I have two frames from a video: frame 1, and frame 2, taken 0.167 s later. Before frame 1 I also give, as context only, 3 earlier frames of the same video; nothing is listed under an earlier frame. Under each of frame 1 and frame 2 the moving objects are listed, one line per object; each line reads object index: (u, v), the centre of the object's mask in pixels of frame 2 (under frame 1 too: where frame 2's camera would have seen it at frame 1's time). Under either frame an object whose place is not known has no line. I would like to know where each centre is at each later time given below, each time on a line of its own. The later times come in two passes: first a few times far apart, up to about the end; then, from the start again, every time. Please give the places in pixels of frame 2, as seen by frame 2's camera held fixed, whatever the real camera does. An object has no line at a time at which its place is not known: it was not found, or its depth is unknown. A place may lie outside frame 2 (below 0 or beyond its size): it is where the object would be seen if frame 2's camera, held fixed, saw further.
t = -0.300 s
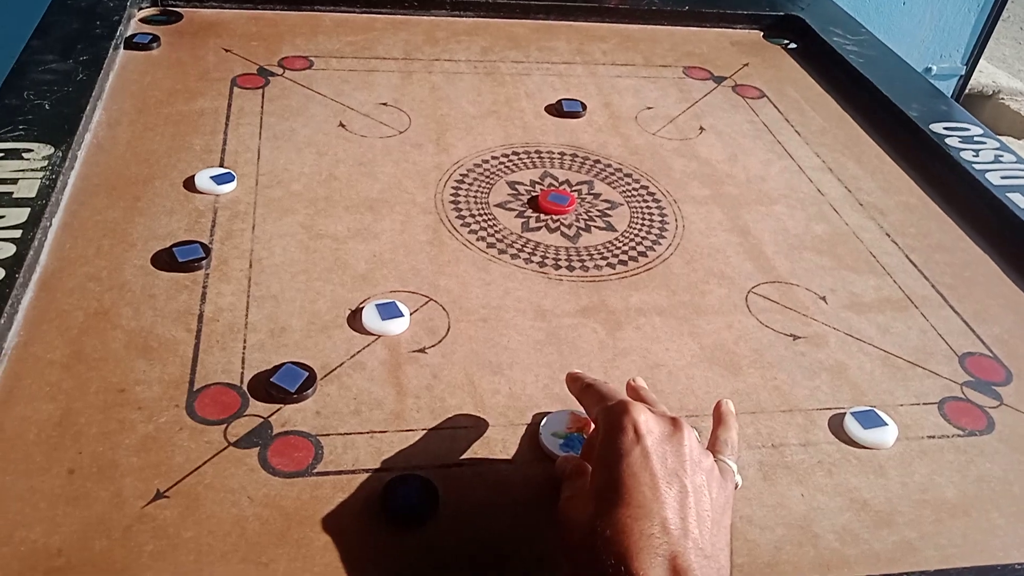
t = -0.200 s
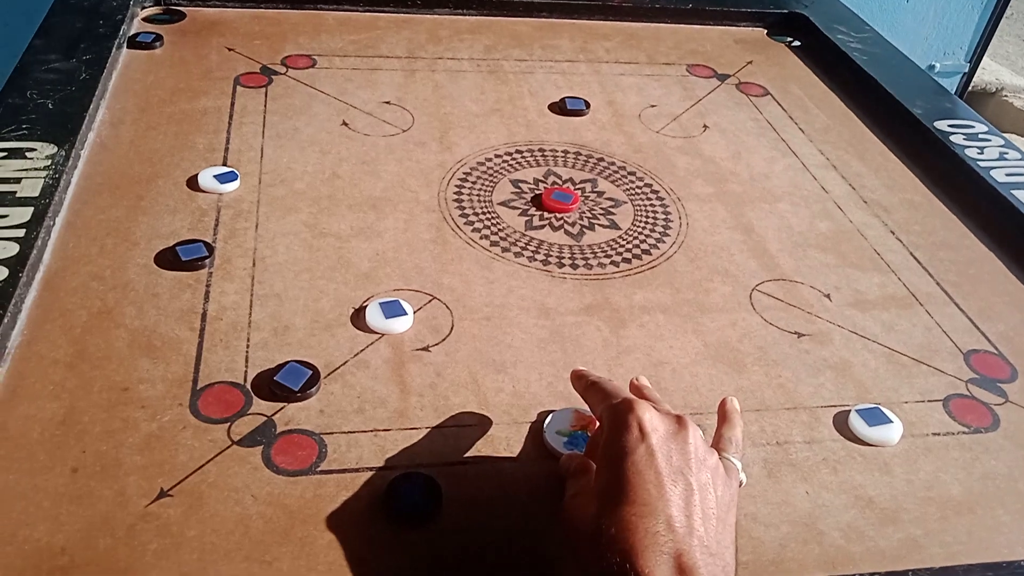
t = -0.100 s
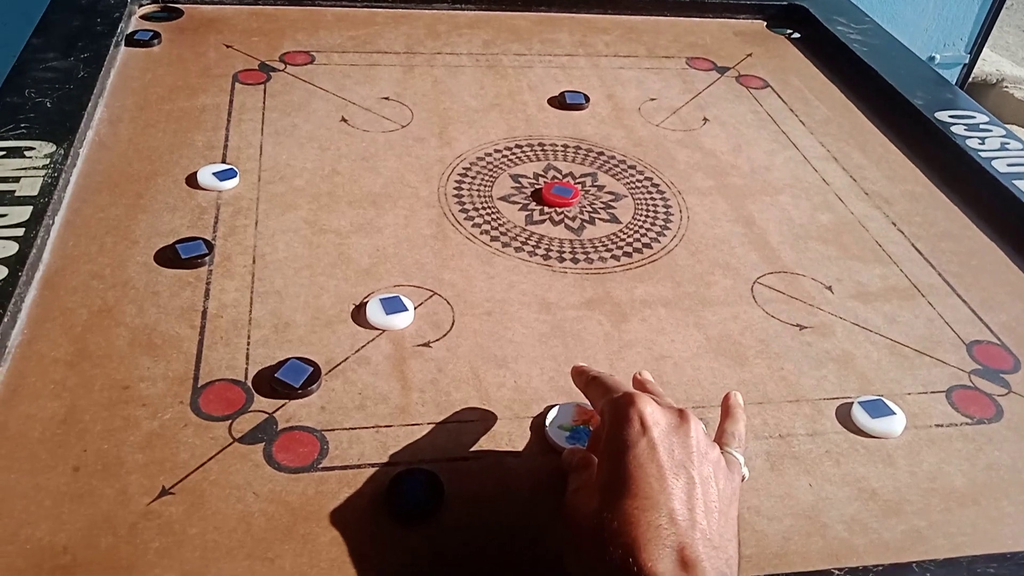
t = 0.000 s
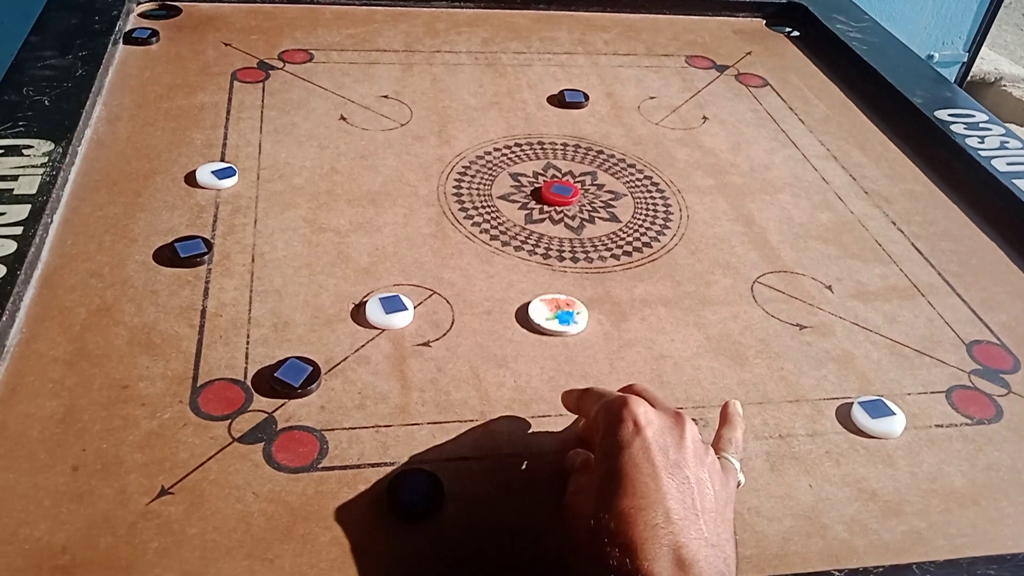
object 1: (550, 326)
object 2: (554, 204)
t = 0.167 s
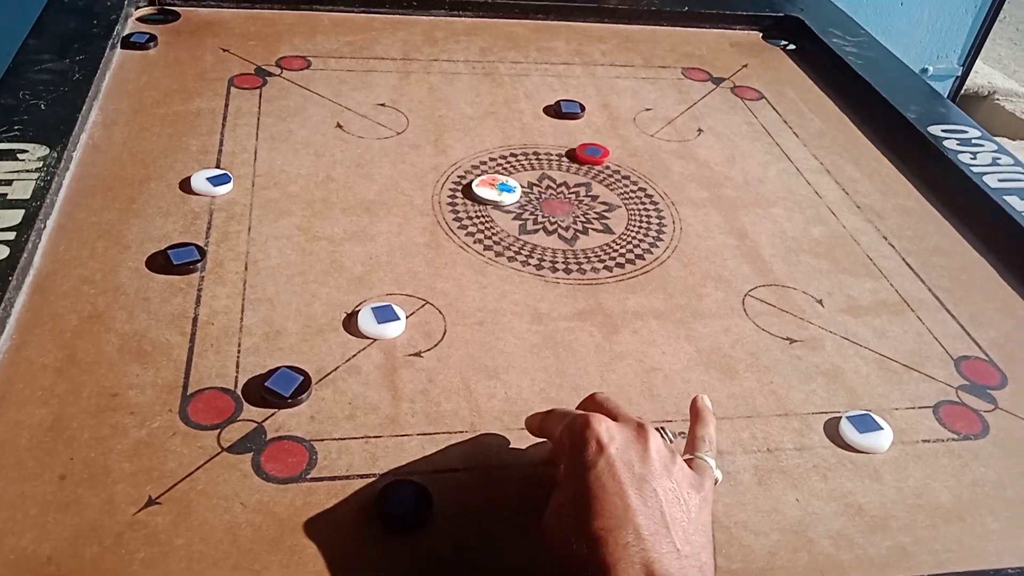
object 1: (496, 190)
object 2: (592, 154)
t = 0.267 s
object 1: (453, 151)
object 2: (633, 99)
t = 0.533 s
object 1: (368, 72)
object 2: (733, 59)
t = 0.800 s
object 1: (318, 23)
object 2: (879, 148)
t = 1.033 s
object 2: (937, 224)
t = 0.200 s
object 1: (482, 176)
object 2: (607, 134)
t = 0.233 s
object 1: (467, 163)
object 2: (620, 116)
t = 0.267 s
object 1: (453, 151)
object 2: (633, 99)
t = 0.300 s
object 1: (441, 139)
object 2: (644, 84)
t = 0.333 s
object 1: (429, 127)
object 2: (655, 70)
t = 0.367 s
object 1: (417, 117)
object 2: (665, 57)
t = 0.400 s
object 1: (406, 107)
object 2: (674, 44)
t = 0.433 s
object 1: (395, 97)
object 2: (683, 32)
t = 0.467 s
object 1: (386, 88)
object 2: (698, 38)
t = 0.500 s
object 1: (377, 79)
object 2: (715, 49)
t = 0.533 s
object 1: (368, 72)
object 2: (733, 59)
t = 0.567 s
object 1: (361, 64)
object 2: (750, 70)
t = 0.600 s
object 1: (354, 57)
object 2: (768, 81)
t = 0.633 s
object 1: (348, 51)
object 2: (785, 92)
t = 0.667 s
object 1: (341, 44)
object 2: (804, 103)
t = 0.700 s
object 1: (335, 39)
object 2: (823, 114)
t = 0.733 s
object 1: (329, 33)
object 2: (842, 125)
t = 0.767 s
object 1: (324, 28)
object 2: (861, 136)
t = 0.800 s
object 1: (318, 23)
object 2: (879, 148)
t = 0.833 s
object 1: (313, 19)
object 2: (896, 160)
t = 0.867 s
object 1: (308, 18)
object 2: (915, 173)
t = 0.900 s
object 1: (305, 20)
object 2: (920, 182)
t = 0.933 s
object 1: (300, 22)
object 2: (926, 192)
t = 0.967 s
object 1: (296, 24)
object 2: (931, 203)
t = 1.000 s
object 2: (934, 214)
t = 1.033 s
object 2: (937, 224)
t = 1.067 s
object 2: (940, 235)
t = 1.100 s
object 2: (942, 246)
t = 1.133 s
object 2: (946, 257)
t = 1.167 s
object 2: (950, 268)
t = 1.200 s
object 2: (954, 279)
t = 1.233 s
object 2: (958, 290)
